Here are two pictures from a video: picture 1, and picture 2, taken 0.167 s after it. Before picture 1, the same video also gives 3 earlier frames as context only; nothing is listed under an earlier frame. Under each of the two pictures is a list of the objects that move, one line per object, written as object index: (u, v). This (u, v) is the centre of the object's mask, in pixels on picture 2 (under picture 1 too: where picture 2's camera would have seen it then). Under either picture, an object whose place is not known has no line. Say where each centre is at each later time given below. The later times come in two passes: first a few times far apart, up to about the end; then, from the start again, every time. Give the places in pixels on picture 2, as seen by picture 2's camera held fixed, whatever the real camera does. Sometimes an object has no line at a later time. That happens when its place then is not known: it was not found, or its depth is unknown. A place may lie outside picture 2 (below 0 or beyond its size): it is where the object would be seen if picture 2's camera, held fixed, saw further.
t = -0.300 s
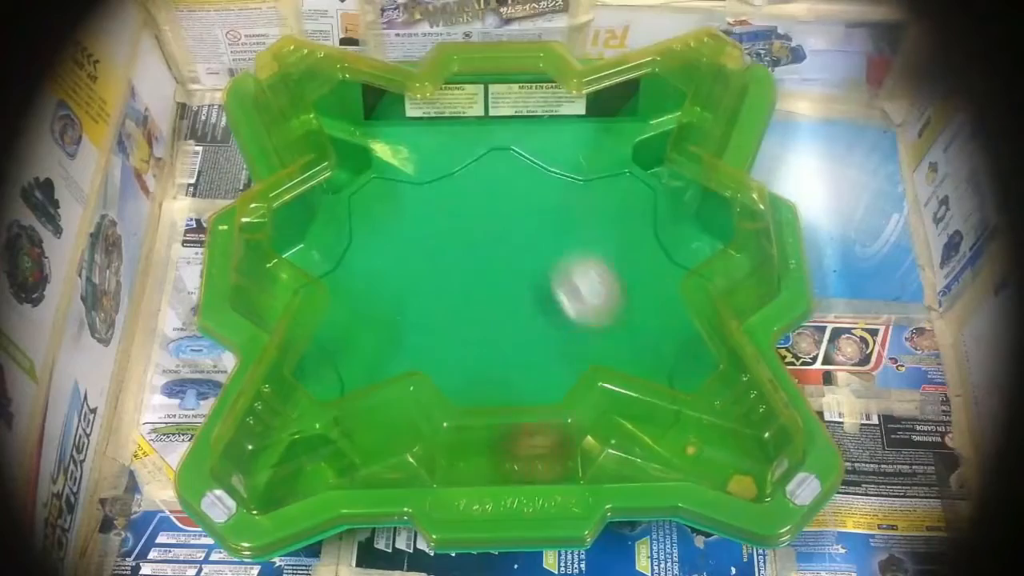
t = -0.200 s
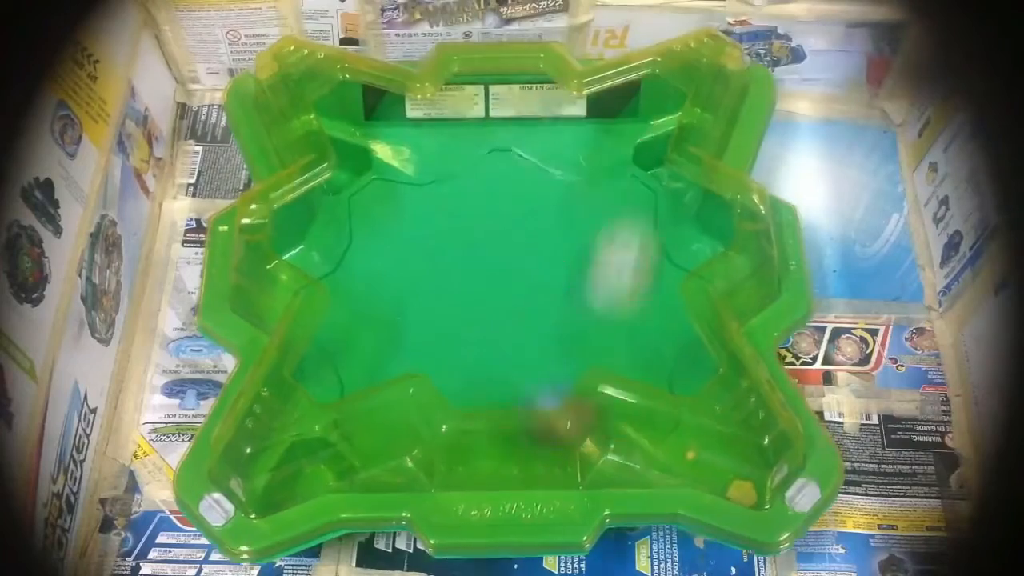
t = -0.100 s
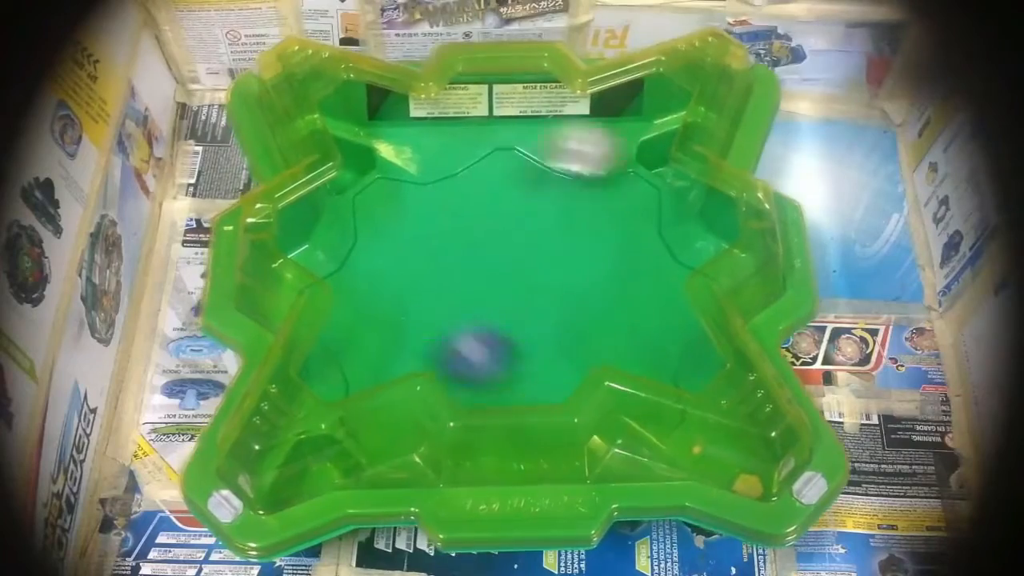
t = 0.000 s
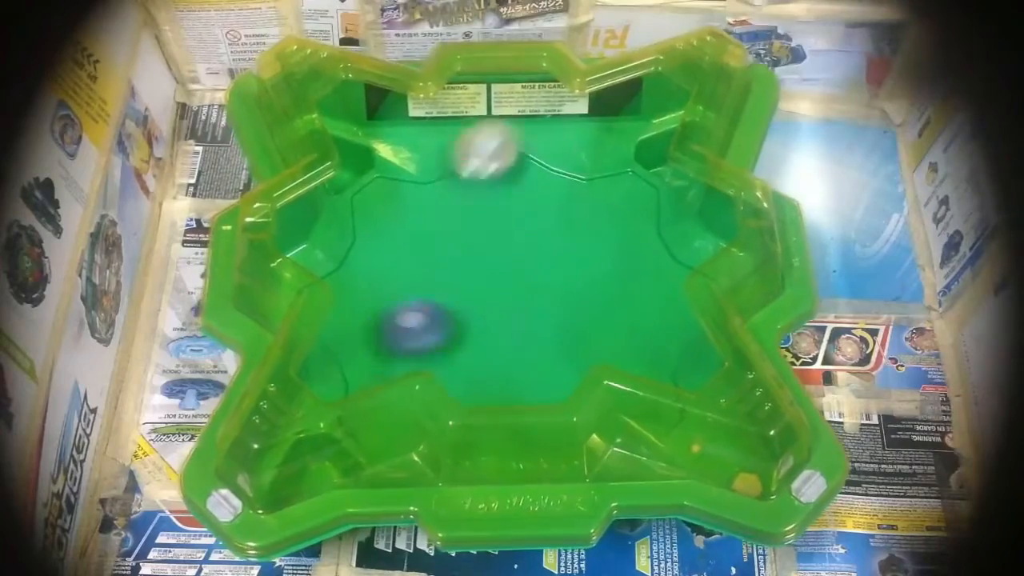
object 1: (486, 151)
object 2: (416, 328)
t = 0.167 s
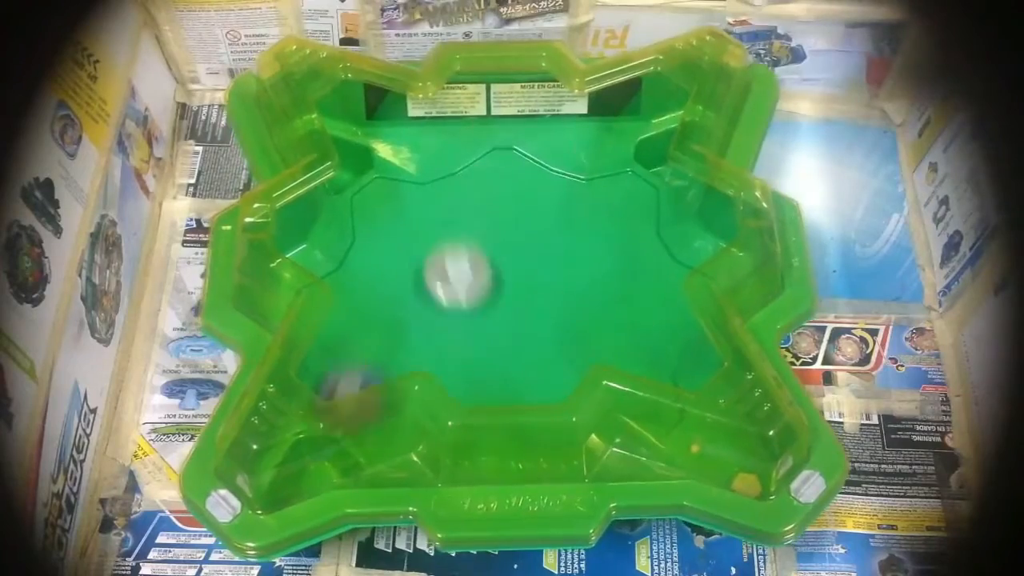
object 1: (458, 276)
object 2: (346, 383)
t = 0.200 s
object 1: (468, 296)
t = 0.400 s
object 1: (505, 346)
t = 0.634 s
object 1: (502, 177)
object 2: (574, 272)
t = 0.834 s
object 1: (606, 329)
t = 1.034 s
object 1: (456, 444)
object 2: (501, 345)
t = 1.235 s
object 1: (356, 343)
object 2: (464, 360)
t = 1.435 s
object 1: (413, 218)
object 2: (510, 402)
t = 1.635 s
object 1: (568, 199)
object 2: (575, 311)
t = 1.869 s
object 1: (655, 336)
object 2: (364, 243)
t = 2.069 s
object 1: (526, 431)
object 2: (443, 371)
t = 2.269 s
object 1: (453, 433)
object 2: (410, 277)
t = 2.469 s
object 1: (429, 352)
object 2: (332, 279)
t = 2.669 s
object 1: (532, 313)
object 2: (470, 350)
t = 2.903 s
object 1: (675, 319)
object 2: (459, 359)
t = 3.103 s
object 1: (515, 355)
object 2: (466, 270)
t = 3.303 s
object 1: (488, 272)
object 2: (361, 271)
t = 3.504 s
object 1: (560, 209)
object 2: (467, 366)
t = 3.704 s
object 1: (656, 200)
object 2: (560, 283)
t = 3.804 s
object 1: (695, 100)
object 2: (432, 326)
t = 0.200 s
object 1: (468, 296)
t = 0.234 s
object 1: (481, 313)
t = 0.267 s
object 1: (496, 325)
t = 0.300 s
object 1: (510, 336)
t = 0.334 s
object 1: (523, 346)
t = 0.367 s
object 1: (531, 357)
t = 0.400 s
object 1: (505, 346)
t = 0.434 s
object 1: (442, 302)
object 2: (680, 371)
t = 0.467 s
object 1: (390, 257)
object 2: (672, 355)
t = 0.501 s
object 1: (375, 212)
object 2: (662, 337)
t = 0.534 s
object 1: (402, 170)
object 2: (647, 314)
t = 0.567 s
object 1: (432, 139)
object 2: (629, 295)
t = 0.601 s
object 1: (467, 148)
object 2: (603, 280)
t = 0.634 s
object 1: (502, 177)
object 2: (574, 272)
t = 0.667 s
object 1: (541, 205)
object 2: (538, 273)
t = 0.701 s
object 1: (585, 213)
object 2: (498, 294)
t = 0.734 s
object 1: (623, 221)
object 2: (459, 322)
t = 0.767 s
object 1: (644, 245)
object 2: (435, 345)
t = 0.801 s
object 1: (626, 283)
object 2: (418, 360)
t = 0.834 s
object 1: (606, 329)
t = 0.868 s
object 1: (580, 377)
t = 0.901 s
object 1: (560, 407)
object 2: (451, 384)
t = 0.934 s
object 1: (533, 435)
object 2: (460, 373)
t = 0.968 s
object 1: (505, 448)
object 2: (472, 364)
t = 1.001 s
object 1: (478, 451)
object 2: (488, 351)
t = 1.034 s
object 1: (456, 444)
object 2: (501, 345)
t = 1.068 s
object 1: (437, 435)
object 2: (506, 341)
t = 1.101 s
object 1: (414, 417)
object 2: (506, 341)
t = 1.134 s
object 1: (395, 402)
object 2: (500, 341)
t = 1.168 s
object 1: (376, 384)
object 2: (490, 344)
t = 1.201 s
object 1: (362, 361)
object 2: (477, 350)
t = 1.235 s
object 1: (356, 343)
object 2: (464, 360)
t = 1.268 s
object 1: (354, 319)
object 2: (459, 371)
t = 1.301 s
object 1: (357, 295)
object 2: (460, 381)
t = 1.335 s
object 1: (363, 273)
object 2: (463, 390)
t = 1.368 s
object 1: (376, 252)
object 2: (471, 397)
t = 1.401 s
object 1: (393, 233)
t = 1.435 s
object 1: (413, 218)
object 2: (510, 402)
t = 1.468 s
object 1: (436, 205)
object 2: (537, 400)
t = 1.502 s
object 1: (462, 196)
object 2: (552, 392)
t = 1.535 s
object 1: (488, 191)
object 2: (565, 379)
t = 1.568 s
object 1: (514, 190)
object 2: (580, 357)
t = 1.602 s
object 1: (541, 193)
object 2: (584, 336)
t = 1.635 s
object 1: (568, 199)
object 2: (575, 311)
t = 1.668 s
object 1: (592, 210)
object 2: (558, 285)
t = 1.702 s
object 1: (614, 225)
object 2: (533, 262)
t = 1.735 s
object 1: (632, 243)
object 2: (505, 246)
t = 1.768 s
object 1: (646, 263)
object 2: (472, 236)
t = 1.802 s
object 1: (655, 286)
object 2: (438, 232)
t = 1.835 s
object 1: (658, 311)
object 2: (400, 234)
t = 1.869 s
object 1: (655, 336)
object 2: (364, 243)
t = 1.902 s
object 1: (646, 358)
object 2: (345, 263)
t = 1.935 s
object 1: (629, 380)
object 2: (342, 307)
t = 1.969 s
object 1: (609, 400)
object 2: (341, 337)
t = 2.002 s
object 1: (582, 414)
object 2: (375, 349)
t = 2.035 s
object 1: (555, 424)
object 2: (409, 360)
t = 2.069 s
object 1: (526, 431)
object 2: (443, 371)
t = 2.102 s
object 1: (511, 443)
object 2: (458, 375)
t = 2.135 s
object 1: (519, 457)
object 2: (445, 351)
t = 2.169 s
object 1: (502, 454)
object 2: (434, 328)
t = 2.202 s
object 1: (485, 453)
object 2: (426, 307)
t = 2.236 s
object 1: (471, 444)
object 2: (420, 291)
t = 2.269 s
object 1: (453, 433)
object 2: (410, 277)
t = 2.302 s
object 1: (440, 419)
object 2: (397, 267)
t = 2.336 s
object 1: (427, 406)
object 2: (381, 261)
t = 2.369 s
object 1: (421, 393)
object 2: (366, 260)
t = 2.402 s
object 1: (418, 380)
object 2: (351, 263)
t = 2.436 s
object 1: (422, 366)
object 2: (338, 269)
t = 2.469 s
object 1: (429, 352)
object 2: (332, 279)
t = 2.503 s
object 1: (442, 340)
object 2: (335, 307)
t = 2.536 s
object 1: (457, 329)
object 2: (336, 330)
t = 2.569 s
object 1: (475, 322)
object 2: (363, 339)
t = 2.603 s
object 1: (494, 316)
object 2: (402, 350)
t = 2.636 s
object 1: (513, 313)
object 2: (435, 352)
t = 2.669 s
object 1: (532, 313)
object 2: (470, 350)
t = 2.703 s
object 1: (567, 308)
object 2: (478, 350)
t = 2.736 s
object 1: (626, 285)
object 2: (456, 360)
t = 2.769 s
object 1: (676, 262)
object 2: (442, 362)
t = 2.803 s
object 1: (714, 266)
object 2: (437, 361)
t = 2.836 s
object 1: (735, 282)
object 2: (438, 361)
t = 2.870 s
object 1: (715, 294)
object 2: (447, 362)
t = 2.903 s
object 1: (675, 319)
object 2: (459, 359)
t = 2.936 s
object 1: (652, 339)
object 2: (472, 350)
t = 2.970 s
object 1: (619, 350)
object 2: (480, 335)
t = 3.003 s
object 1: (587, 357)
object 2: (484, 318)
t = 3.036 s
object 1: (559, 362)
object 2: (483, 301)
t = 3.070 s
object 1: (535, 361)
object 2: (476, 284)
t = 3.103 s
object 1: (515, 355)
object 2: (466, 270)
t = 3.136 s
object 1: (497, 344)
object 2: (452, 258)
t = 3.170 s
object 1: (486, 332)
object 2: (433, 250)
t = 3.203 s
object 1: (482, 318)
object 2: (412, 247)
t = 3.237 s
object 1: (481, 303)
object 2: (393, 249)
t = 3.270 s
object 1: (484, 287)
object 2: (373, 258)
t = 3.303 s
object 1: (488, 272)
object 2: (361, 271)
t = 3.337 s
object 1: (496, 257)
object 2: (358, 291)
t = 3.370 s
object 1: (506, 244)
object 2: (360, 314)
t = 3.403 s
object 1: (518, 232)
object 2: (375, 338)
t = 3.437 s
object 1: (531, 222)
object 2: (399, 352)
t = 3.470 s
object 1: (545, 214)
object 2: (433, 359)
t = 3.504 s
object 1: (560, 209)
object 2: (467, 366)
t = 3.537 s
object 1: (576, 205)
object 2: (499, 363)
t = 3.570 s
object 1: (593, 204)
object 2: (531, 350)
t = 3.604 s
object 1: (608, 206)
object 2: (559, 332)
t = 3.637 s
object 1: (622, 211)
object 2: (579, 307)
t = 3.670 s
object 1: (634, 219)
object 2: (591, 280)
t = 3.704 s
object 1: (656, 200)
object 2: (560, 283)
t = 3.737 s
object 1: (670, 155)
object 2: (507, 301)
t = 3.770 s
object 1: (683, 119)
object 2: (465, 314)
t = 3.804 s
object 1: (695, 100)
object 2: (432, 326)
